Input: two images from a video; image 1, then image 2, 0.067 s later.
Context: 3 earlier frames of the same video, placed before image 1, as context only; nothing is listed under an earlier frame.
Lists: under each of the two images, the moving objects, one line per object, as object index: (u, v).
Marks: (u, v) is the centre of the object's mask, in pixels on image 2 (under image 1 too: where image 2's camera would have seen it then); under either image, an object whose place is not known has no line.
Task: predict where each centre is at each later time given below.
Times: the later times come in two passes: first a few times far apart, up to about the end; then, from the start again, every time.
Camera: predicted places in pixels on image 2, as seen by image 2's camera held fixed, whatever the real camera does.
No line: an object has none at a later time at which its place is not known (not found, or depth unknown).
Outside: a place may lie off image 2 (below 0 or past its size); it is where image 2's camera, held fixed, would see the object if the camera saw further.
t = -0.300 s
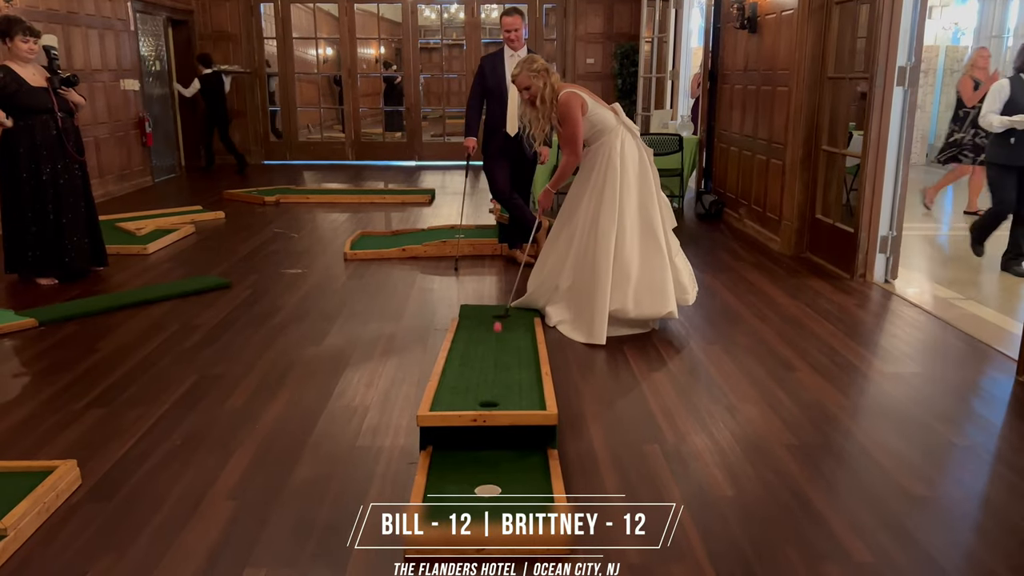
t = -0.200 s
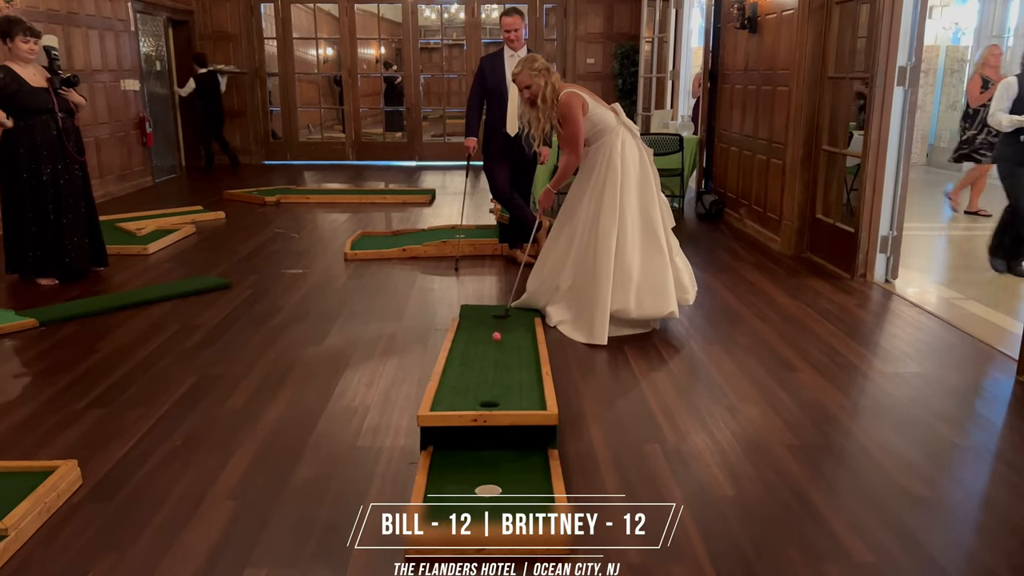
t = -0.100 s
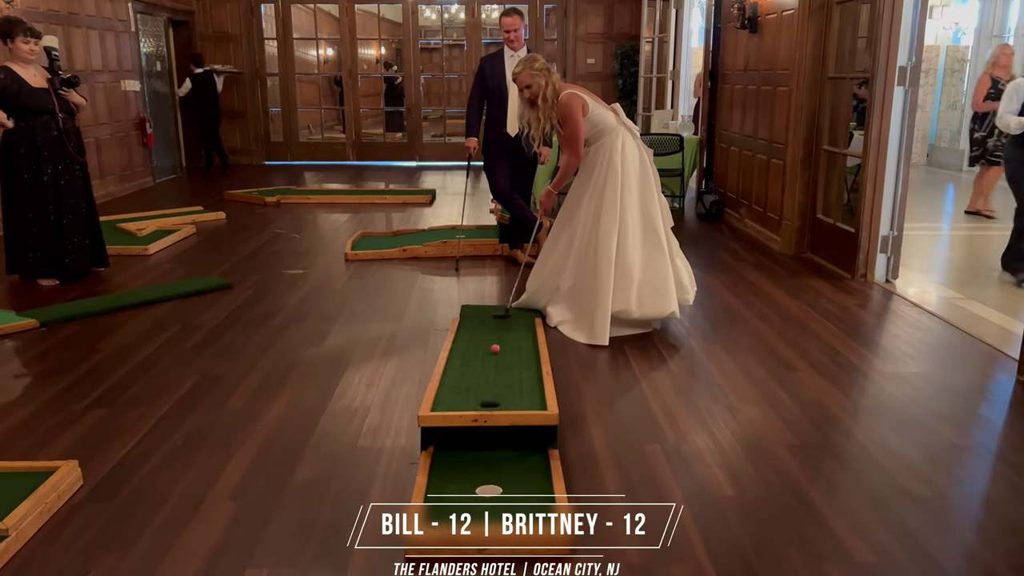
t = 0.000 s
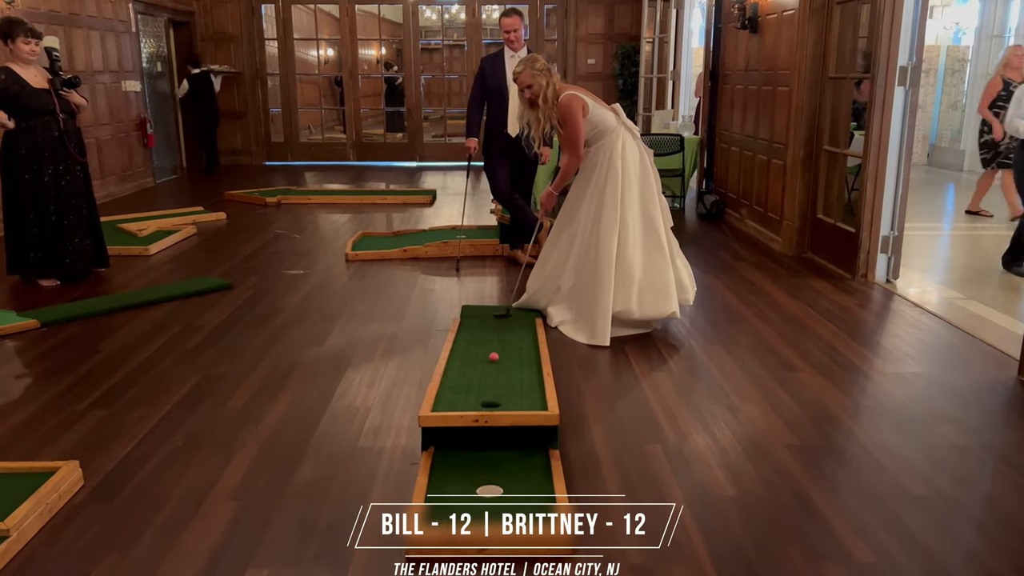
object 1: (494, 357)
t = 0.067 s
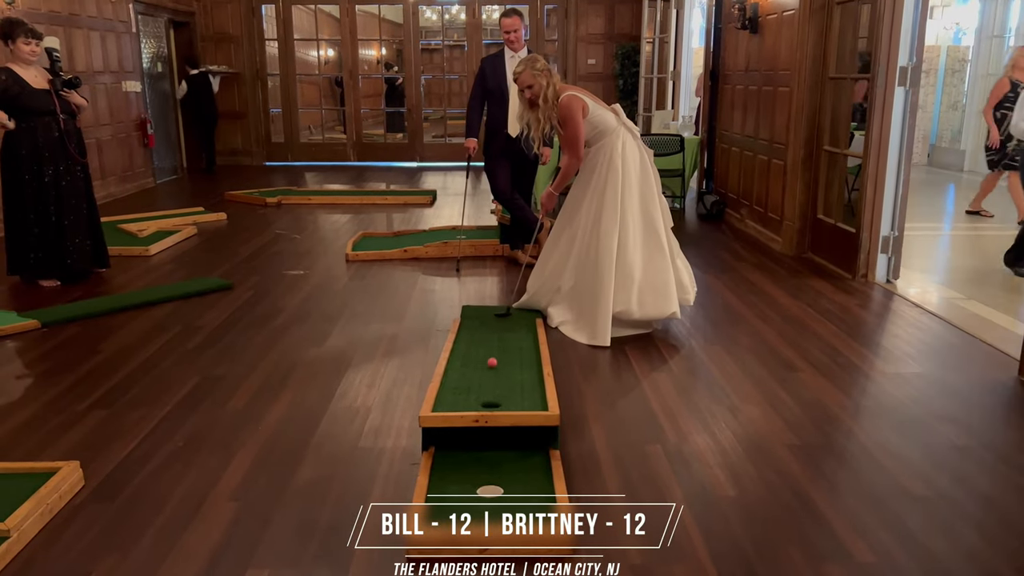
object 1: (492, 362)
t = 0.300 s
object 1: (484, 381)
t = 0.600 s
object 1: (478, 405)
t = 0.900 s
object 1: (478, 403)
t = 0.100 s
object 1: (491, 365)
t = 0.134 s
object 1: (490, 368)
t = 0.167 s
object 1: (489, 370)
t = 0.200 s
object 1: (488, 373)
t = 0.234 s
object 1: (487, 376)
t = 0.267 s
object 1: (486, 378)
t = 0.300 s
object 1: (484, 381)
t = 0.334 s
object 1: (483, 384)
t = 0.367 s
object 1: (482, 387)
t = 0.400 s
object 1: (481, 389)
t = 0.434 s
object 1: (480, 392)
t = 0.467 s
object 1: (480, 394)
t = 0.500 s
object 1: (479, 397)
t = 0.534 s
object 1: (478, 400)
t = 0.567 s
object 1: (478, 403)
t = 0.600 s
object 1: (478, 405)
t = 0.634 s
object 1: (478, 406)
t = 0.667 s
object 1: (478, 403)
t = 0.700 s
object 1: (478, 400)
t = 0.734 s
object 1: (478, 400)
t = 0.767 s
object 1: (478, 401)
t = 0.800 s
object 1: (478, 404)
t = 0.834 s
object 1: (478, 403)
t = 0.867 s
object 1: (478, 403)
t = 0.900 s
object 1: (478, 403)
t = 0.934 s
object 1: (479, 403)
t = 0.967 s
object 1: (479, 402)
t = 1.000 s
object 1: (479, 402)
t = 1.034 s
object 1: (479, 402)
